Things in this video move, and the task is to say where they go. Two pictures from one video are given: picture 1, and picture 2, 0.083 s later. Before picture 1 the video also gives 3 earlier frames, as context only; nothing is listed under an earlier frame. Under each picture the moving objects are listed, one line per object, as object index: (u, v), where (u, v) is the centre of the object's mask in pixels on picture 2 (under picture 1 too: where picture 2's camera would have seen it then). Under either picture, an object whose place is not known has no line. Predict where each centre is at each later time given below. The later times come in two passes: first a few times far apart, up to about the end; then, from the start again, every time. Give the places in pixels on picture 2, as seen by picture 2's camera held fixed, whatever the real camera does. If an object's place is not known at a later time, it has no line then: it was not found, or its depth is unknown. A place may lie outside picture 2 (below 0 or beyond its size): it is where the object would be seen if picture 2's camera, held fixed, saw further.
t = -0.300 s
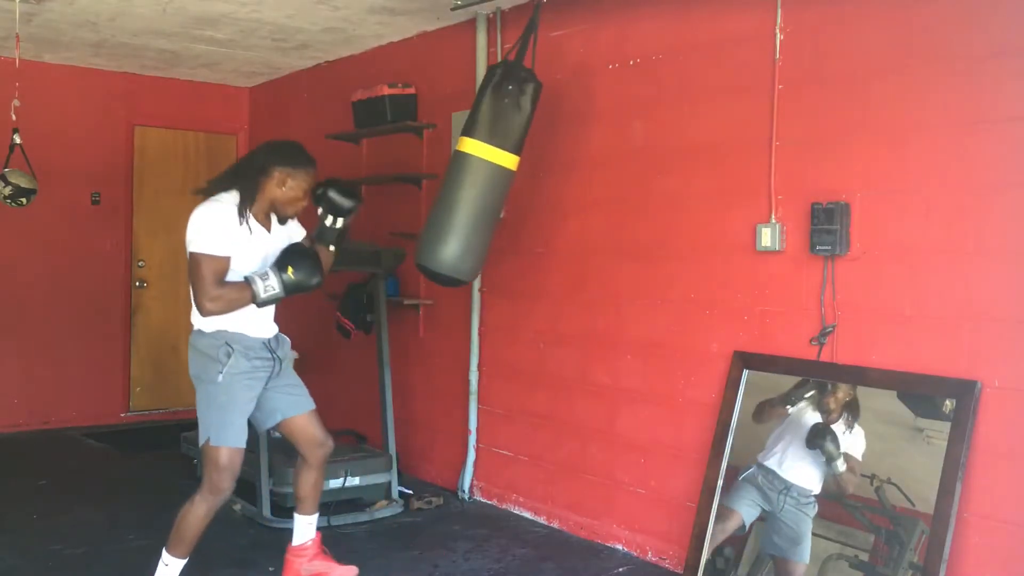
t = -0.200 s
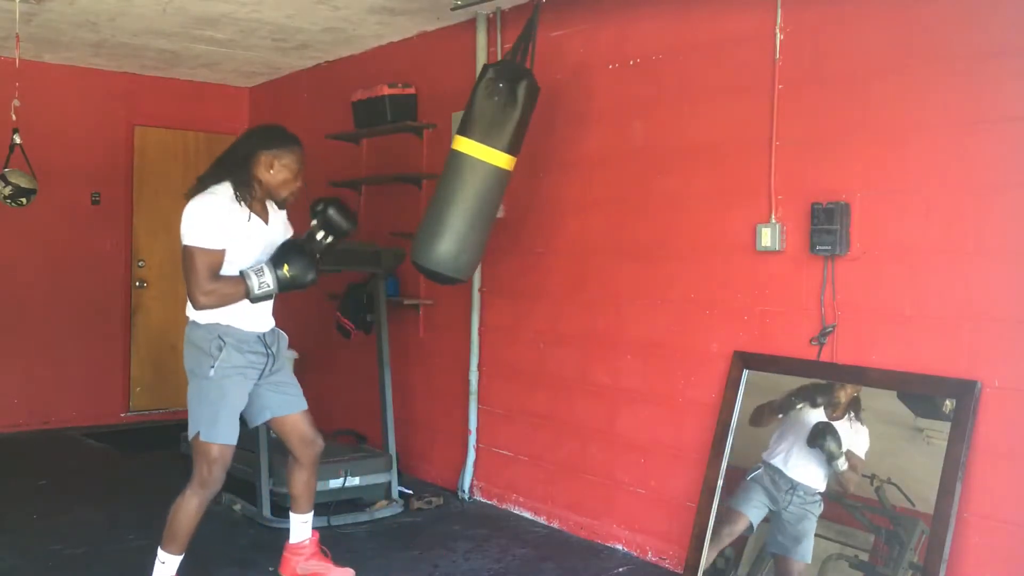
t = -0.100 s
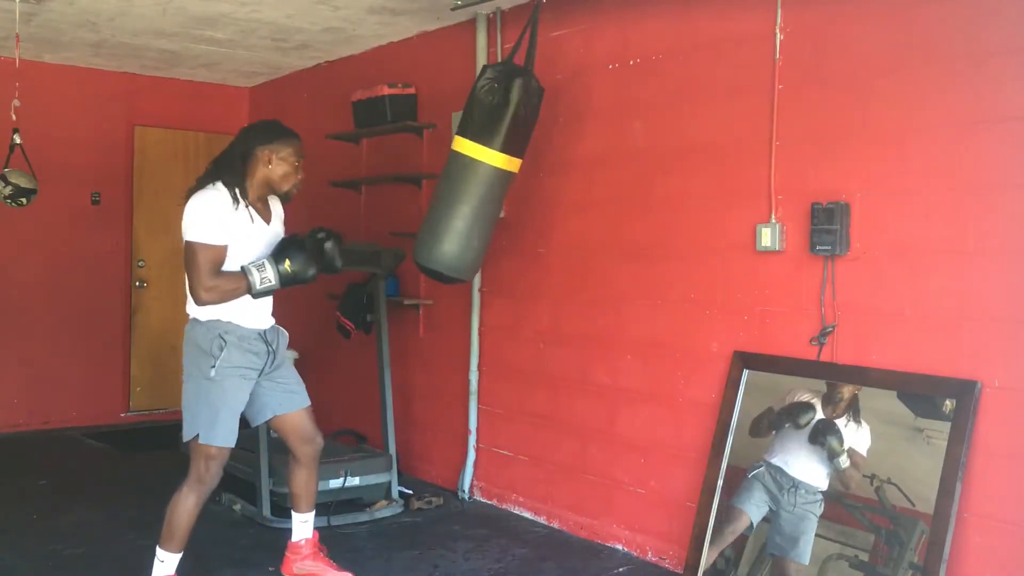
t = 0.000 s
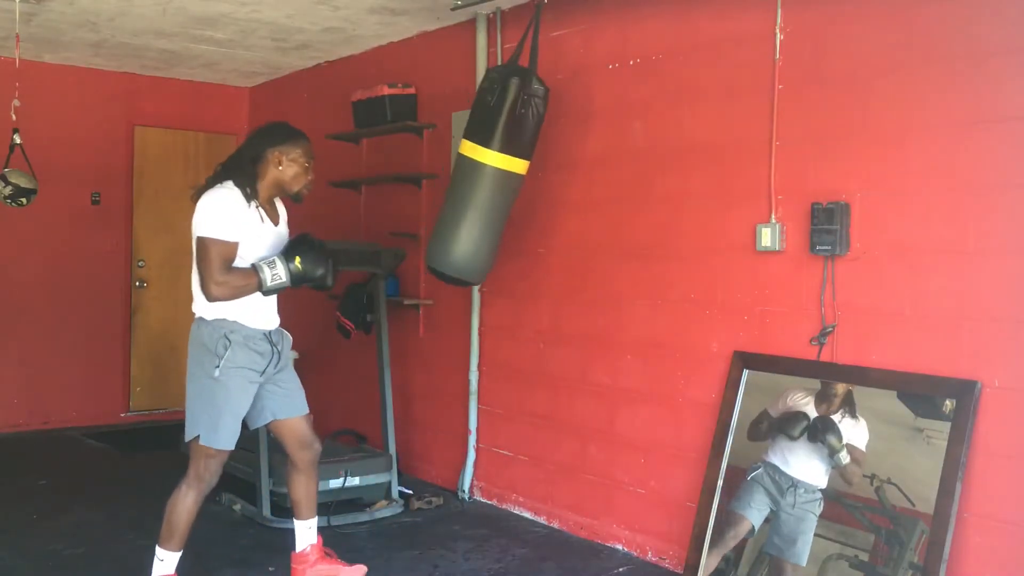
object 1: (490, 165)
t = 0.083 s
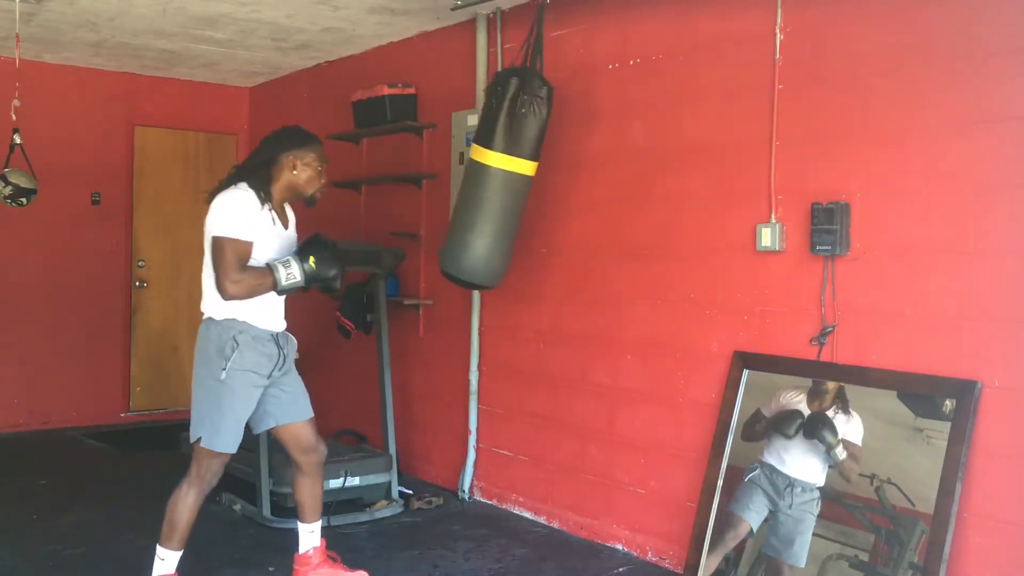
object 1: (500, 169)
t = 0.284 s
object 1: (535, 175)
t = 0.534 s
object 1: (585, 175)
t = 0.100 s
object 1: (502, 171)
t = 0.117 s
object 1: (504, 172)
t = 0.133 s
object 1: (507, 173)
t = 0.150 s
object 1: (509, 173)
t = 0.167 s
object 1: (512, 174)
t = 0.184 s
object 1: (515, 175)
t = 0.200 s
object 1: (518, 175)
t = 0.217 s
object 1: (521, 175)
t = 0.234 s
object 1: (524, 175)
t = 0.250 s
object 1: (528, 175)
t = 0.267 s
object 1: (531, 175)
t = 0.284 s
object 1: (535, 175)
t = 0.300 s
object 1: (538, 175)
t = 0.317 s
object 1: (541, 175)
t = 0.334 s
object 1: (545, 176)
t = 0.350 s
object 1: (548, 176)
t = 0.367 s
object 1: (551, 175)
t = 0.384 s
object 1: (555, 175)
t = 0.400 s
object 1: (558, 175)
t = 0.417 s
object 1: (561, 175)
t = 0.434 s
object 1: (565, 175)
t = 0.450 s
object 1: (568, 175)
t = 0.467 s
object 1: (572, 175)
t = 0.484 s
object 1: (575, 175)
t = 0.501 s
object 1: (579, 175)
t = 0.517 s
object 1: (582, 175)
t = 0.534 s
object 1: (585, 175)
